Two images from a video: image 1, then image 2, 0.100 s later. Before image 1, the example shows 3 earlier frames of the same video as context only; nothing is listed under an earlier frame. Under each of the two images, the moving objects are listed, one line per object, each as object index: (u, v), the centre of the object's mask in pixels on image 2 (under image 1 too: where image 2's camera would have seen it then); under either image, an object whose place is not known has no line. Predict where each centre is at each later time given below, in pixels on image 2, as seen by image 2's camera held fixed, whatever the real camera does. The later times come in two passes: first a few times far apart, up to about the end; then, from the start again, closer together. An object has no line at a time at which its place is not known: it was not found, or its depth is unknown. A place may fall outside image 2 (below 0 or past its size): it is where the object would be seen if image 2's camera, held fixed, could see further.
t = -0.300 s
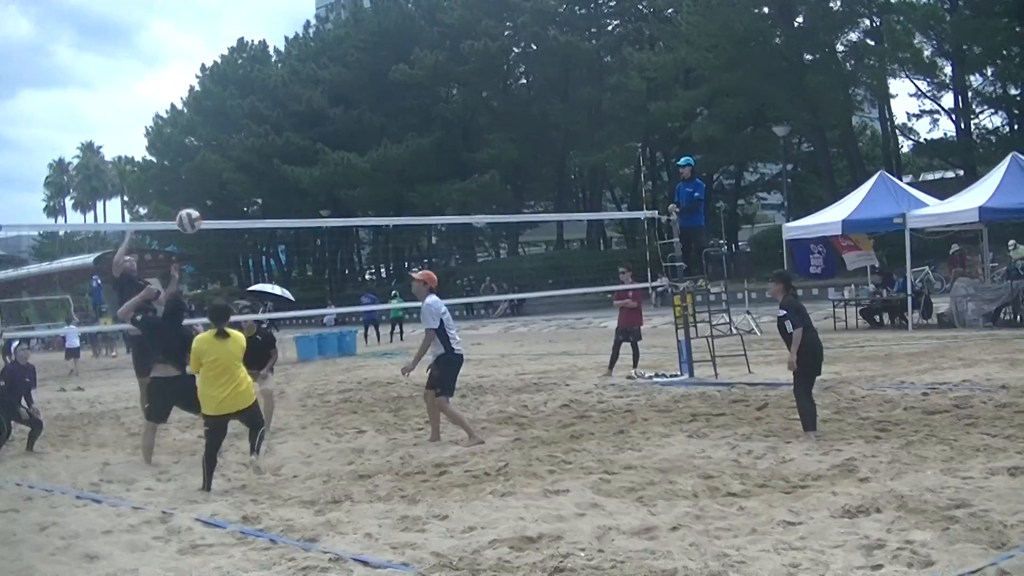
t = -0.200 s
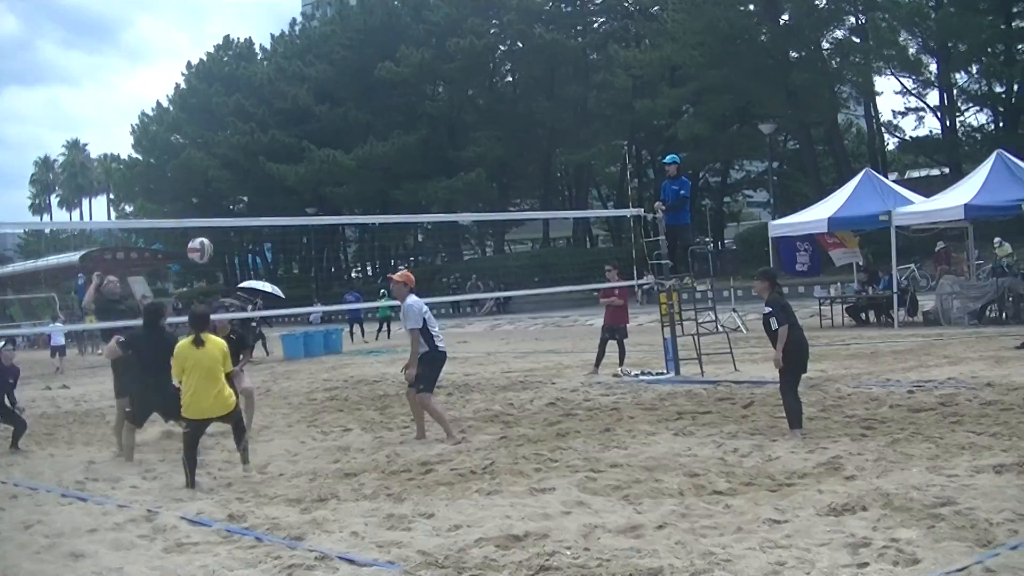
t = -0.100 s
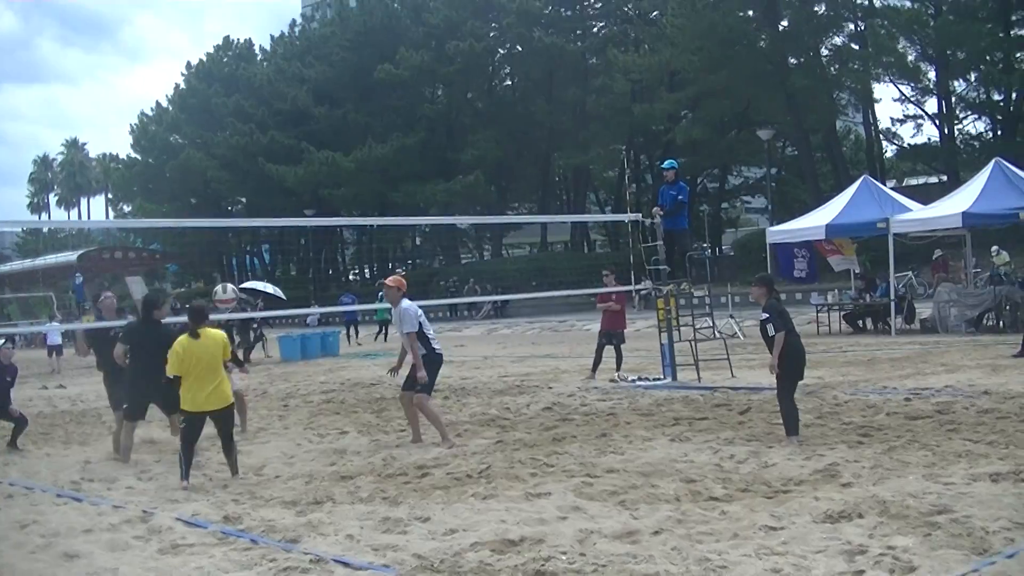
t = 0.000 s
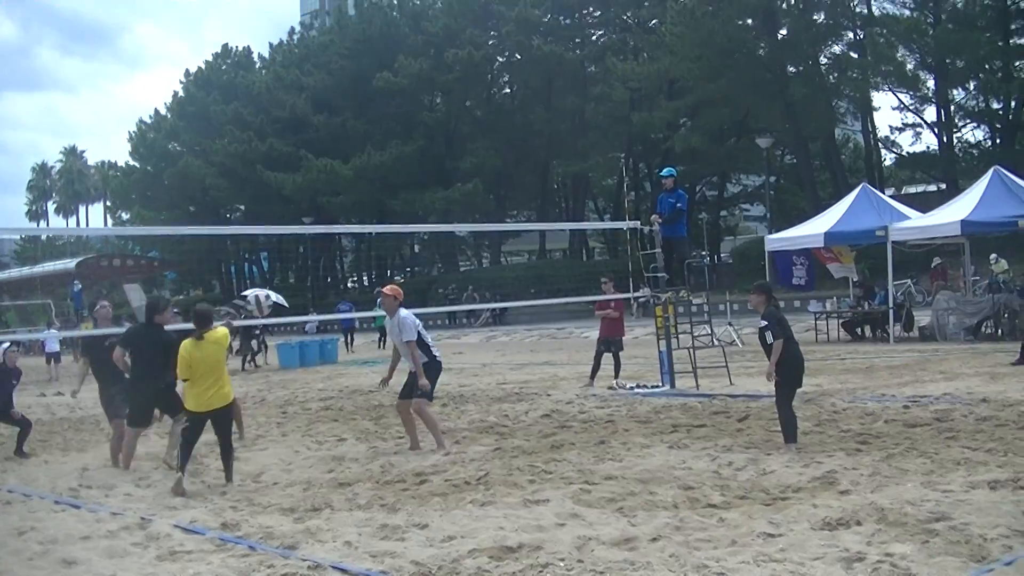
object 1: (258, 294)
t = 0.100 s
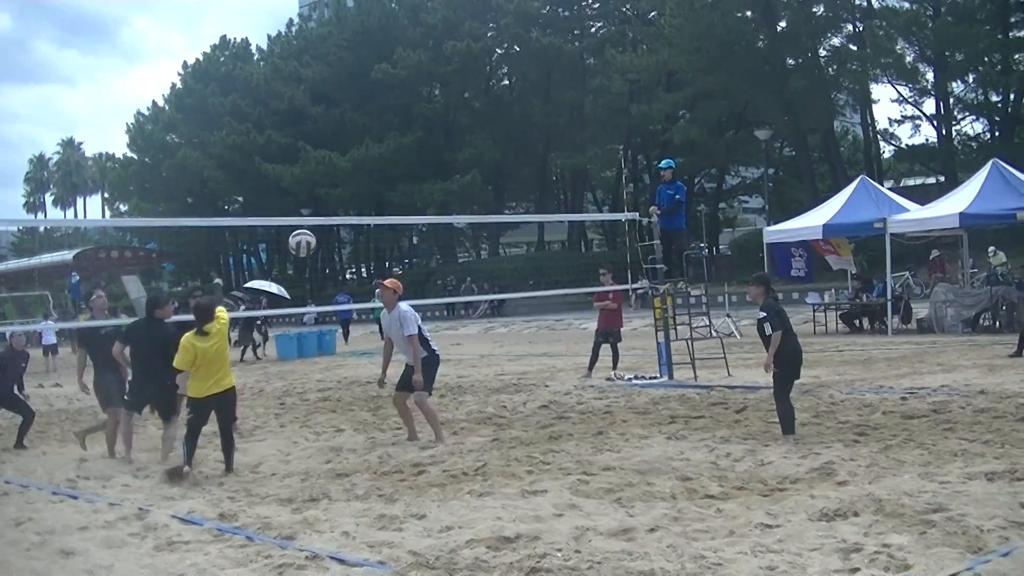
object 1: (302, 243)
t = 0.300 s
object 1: (396, 177)
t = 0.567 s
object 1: (530, 166)
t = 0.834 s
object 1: (673, 250)
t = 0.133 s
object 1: (317, 229)
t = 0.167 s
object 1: (333, 216)
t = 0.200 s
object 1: (349, 203)
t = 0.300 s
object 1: (396, 177)
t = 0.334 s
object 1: (413, 170)
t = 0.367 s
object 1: (430, 165)
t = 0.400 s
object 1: (446, 162)
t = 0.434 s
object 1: (463, 159)
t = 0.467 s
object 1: (481, 158)
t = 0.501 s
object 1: (498, 159)
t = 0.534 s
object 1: (514, 162)
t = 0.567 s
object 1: (530, 166)
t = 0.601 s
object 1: (547, 171)
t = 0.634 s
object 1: (565, 178)
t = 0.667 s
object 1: (583, 186)
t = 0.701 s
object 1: (600, 197)
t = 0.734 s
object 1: (618, 206)
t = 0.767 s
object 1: (637, 219)
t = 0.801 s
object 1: (656, 233)
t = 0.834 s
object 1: (673, 250)
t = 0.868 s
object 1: (692, 267)
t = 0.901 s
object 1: (712, 286)
